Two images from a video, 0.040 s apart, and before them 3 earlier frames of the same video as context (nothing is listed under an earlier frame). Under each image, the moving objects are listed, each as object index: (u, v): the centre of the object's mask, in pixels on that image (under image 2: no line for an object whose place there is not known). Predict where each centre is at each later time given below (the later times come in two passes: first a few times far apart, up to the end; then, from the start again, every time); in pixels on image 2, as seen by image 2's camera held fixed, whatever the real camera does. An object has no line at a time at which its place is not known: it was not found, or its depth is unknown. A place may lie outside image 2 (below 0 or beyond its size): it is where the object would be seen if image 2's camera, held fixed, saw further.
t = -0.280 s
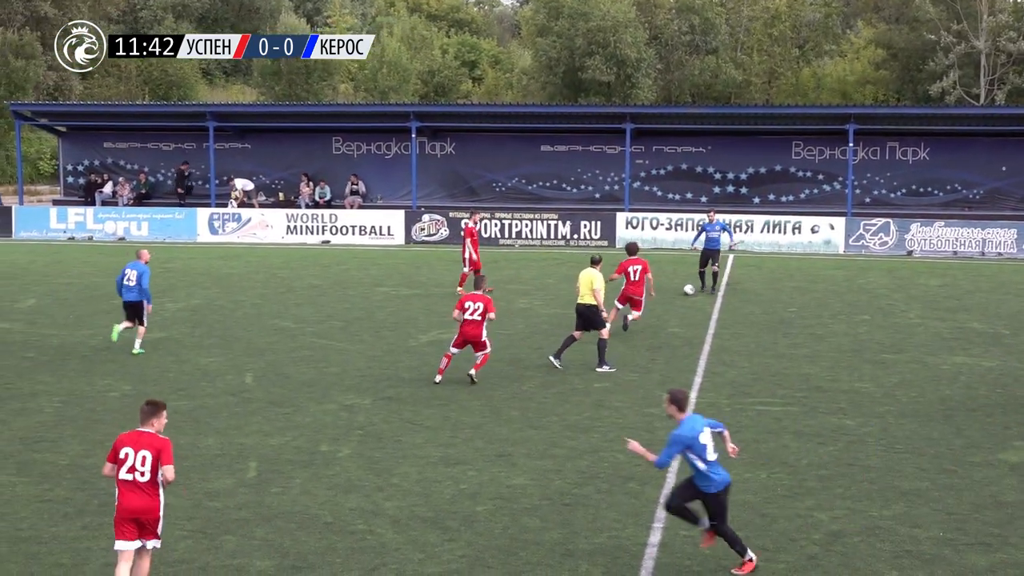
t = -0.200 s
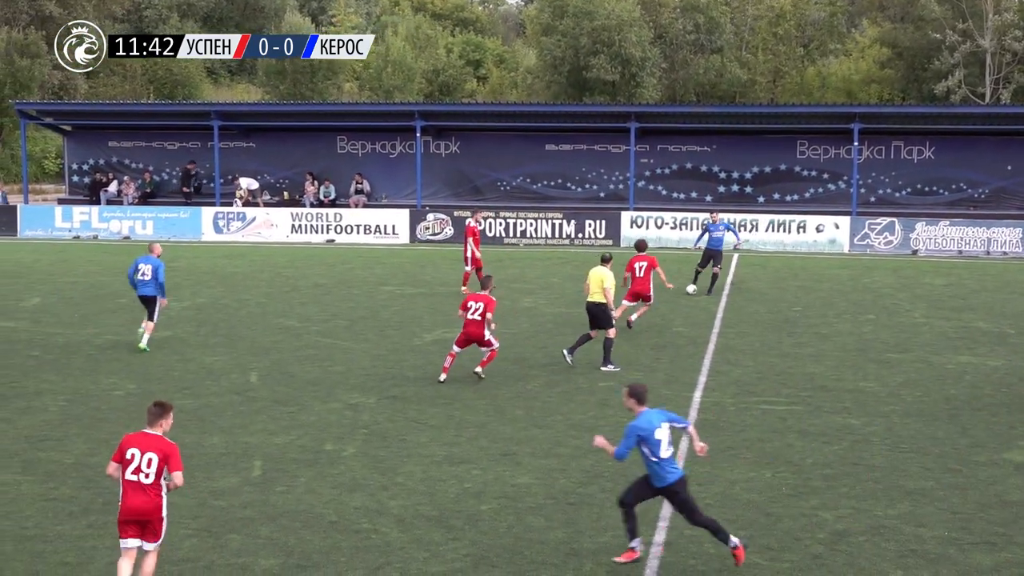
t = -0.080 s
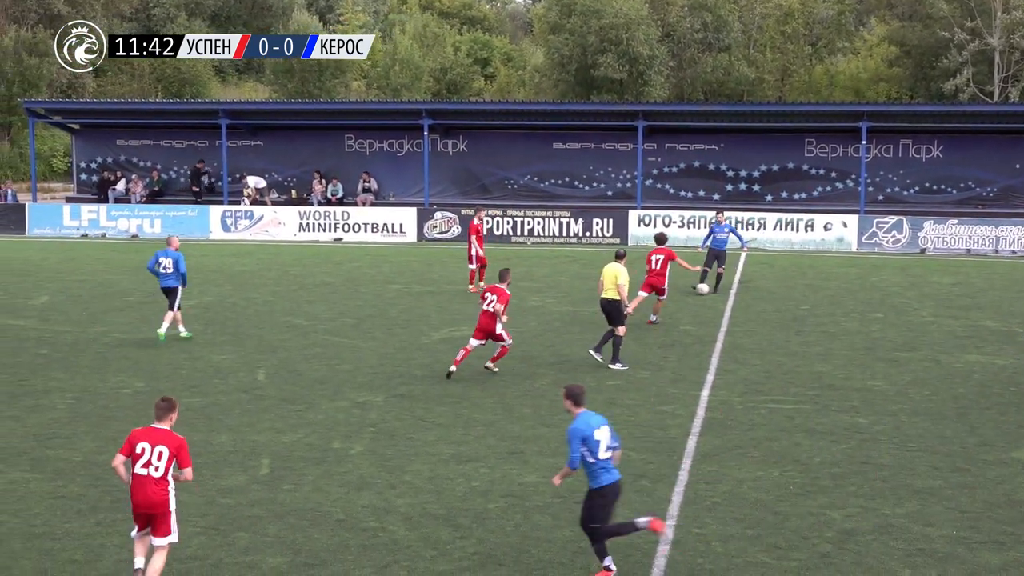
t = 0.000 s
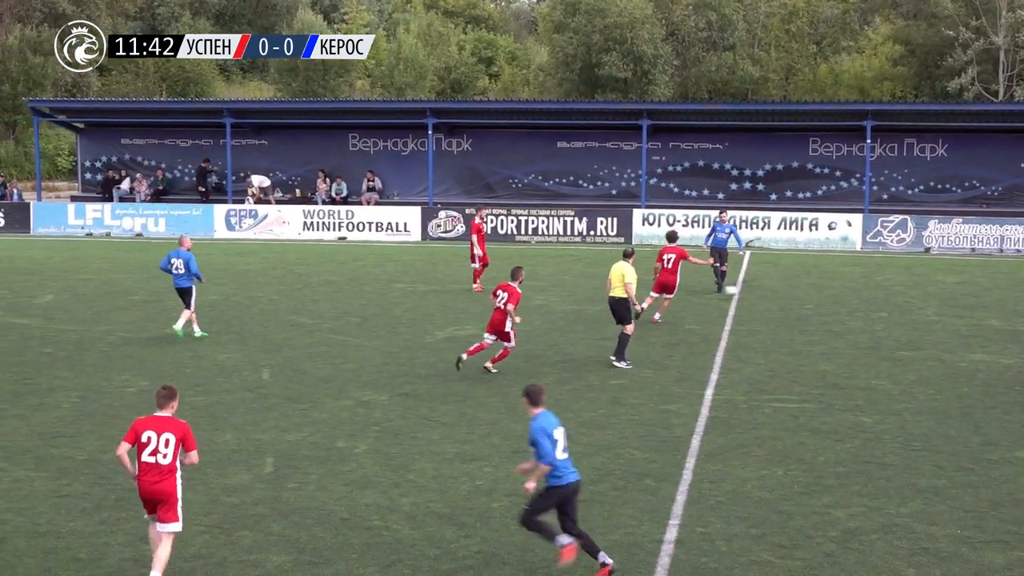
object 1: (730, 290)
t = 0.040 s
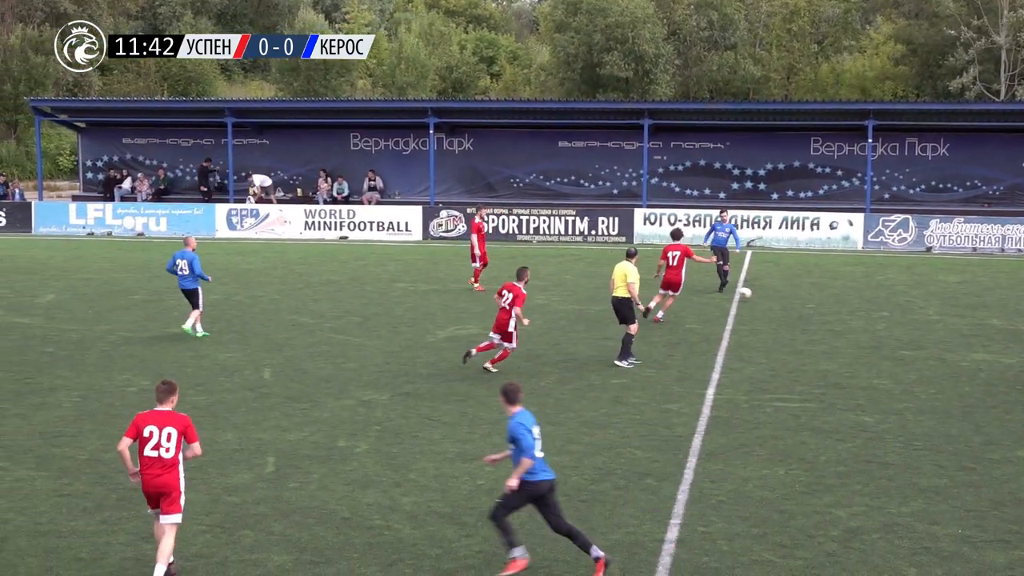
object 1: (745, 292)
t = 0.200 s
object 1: (795, 305)
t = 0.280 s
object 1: (817, 309)
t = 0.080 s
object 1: (757, 296)
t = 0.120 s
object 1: (770, 301)
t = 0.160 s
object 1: (783, 304)
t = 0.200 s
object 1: (795, 305)
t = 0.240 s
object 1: (806, 307)
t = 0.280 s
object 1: (817, 309)
